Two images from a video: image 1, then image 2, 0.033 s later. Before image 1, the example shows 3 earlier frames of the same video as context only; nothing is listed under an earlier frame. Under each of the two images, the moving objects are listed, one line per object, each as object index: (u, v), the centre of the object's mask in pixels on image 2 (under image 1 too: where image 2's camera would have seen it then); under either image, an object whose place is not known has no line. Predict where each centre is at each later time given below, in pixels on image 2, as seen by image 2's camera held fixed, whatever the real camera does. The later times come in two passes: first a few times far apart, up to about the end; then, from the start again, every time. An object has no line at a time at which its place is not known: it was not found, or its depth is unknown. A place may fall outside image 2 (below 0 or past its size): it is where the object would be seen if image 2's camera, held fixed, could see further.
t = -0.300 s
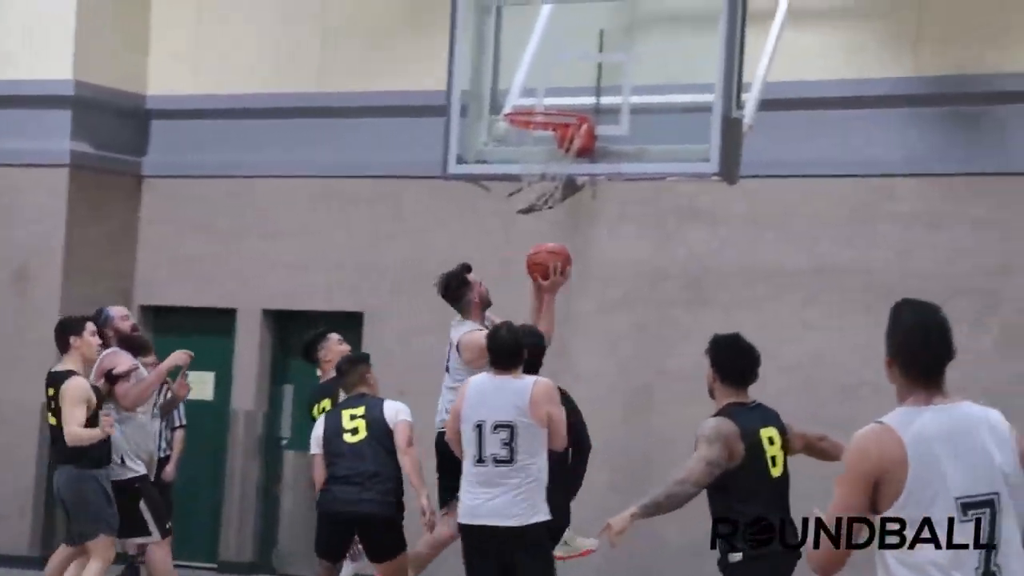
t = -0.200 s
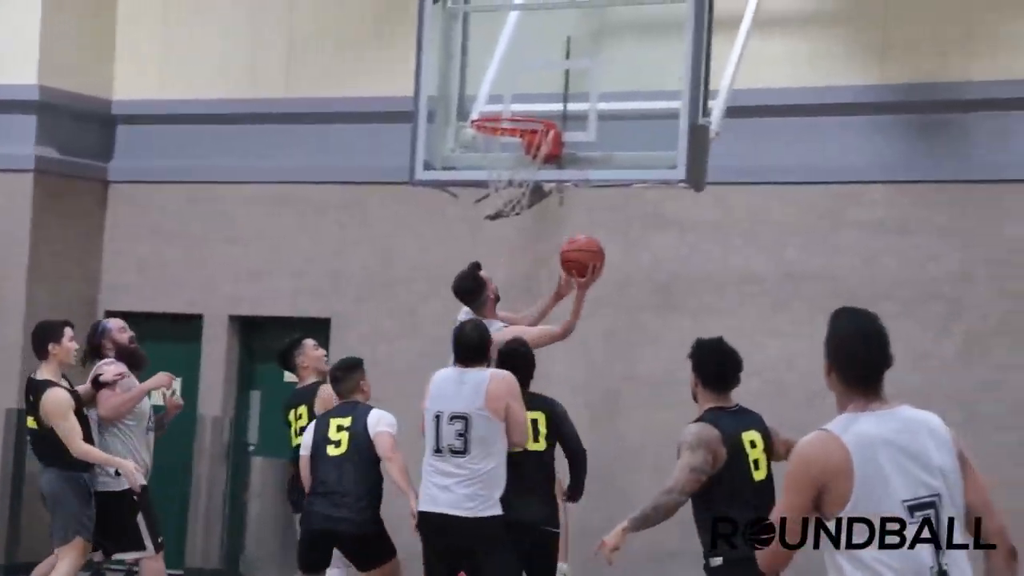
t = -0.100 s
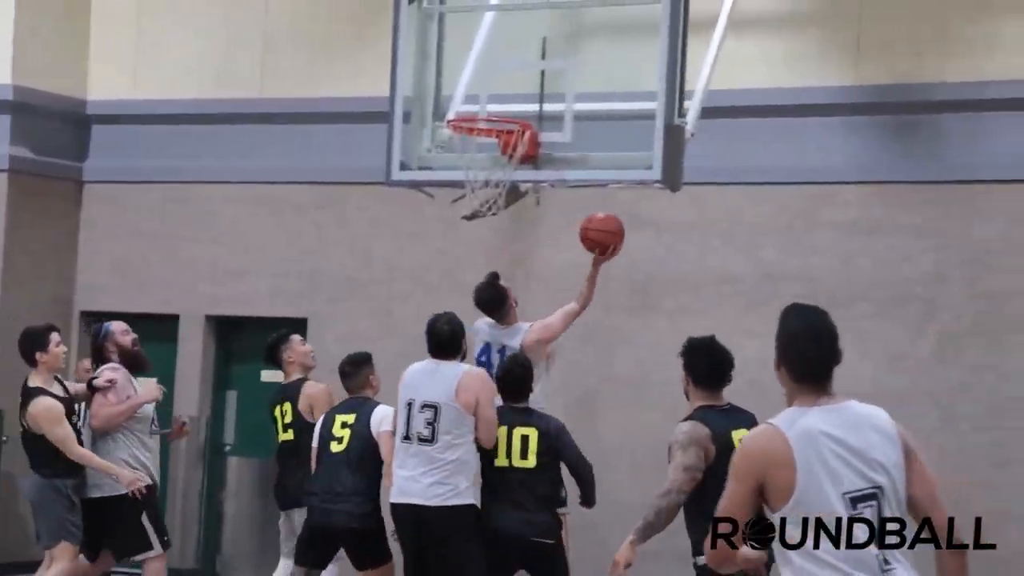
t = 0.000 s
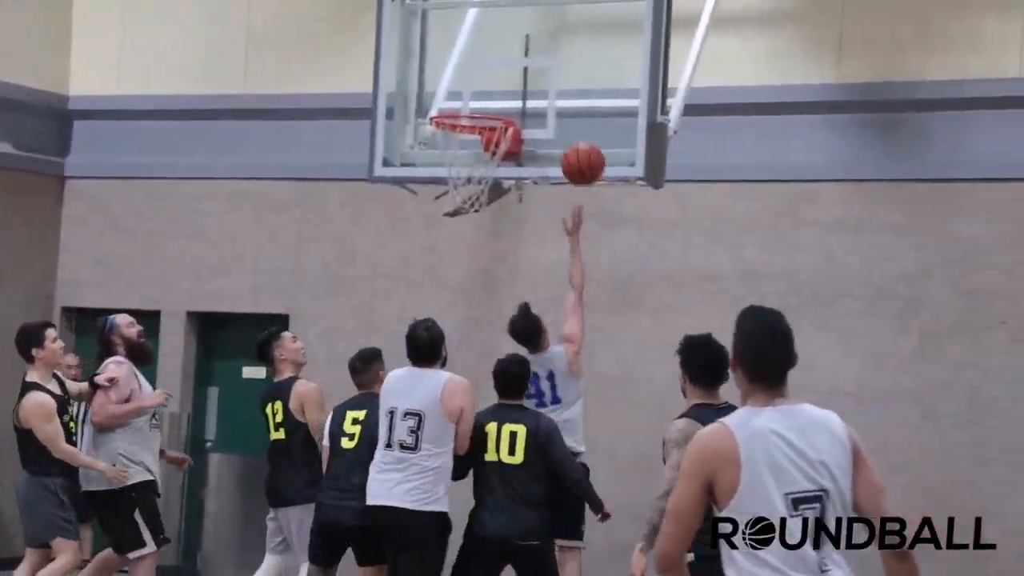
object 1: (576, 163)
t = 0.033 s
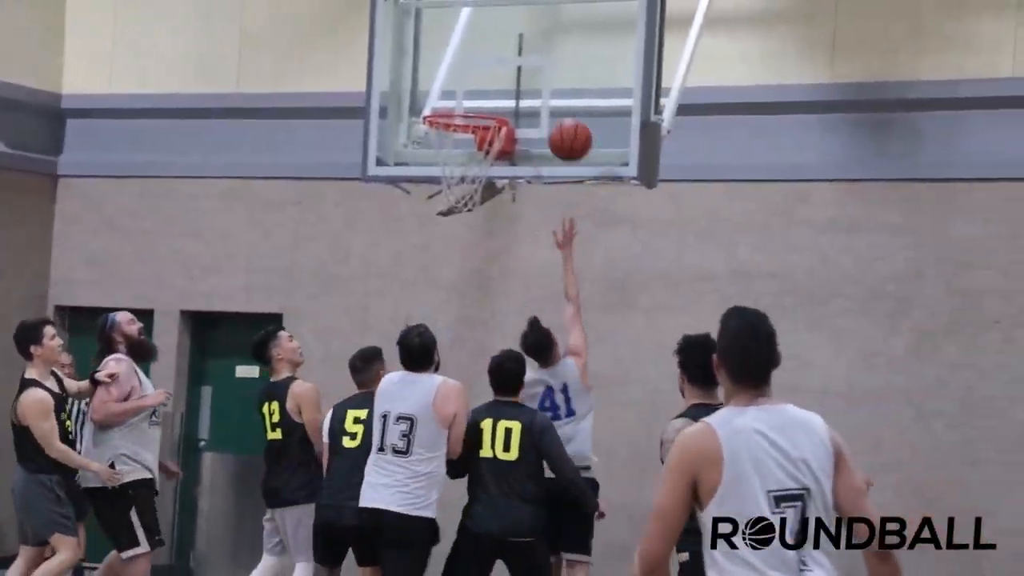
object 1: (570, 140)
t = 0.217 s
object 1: (534, 49)
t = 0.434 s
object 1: (489, 37)
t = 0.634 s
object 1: (444, 97)
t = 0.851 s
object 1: (465, 147)
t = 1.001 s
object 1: (434, 197)
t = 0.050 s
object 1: (567, 129)
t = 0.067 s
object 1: (564, 119)
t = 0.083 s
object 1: (560, 109)
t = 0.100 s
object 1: (556, 100)
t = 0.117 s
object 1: (553, 92)
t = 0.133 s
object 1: (550, 83)
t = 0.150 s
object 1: (547, 75)
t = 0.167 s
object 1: (543, 68)
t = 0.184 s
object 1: (540, 62)
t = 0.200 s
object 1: (538, 55)
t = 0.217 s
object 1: (534, 49)
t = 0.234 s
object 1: (531, 44)
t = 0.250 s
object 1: (528, 40)
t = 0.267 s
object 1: (525, 37)
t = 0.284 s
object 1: (521, 35)
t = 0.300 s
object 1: (518, 33)
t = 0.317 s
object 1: (514, 32)
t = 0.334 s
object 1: (511, 31)
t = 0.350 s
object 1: (508, 31)
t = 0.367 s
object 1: (504, 31)
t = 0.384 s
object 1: (500, 32)
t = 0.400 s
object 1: (497, 33)
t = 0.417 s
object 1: (493, 35)
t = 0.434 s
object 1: (489, 37)
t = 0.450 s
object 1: (486, 39)
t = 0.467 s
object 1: (482, 42)
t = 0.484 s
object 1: (478, 46)
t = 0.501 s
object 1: (474, 50)
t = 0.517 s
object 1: (471, 54)
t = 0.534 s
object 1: (467, 59)
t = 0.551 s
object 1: (463, 65)
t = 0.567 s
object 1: (460, 71)
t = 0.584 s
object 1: (456, 77)
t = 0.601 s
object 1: (452, 84)
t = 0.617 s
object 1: (448, 91)
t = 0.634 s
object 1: (444, 97)
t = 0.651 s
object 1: (443, 101)
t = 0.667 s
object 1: (451, 102)
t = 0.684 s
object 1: (456, 111)
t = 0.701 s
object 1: (464, 117)
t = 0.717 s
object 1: (472, 120)
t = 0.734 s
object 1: (480, 126)
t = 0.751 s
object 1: (485, 131)
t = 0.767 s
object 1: (483, 133)
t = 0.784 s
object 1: (481, 136)
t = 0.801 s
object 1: (477, 137)
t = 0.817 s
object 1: (474, 139)
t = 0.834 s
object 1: (472, 142)
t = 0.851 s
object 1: (465, 147)
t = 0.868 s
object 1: (461, 152)
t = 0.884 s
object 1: (457, 157)
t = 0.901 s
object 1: (452, 163)
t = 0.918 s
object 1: (448, 169)
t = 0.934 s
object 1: (445, 174)
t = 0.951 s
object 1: (443, 180)
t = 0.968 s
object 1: (439, 184)
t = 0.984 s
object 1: (436, 191)
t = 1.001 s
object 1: (434, 197)
